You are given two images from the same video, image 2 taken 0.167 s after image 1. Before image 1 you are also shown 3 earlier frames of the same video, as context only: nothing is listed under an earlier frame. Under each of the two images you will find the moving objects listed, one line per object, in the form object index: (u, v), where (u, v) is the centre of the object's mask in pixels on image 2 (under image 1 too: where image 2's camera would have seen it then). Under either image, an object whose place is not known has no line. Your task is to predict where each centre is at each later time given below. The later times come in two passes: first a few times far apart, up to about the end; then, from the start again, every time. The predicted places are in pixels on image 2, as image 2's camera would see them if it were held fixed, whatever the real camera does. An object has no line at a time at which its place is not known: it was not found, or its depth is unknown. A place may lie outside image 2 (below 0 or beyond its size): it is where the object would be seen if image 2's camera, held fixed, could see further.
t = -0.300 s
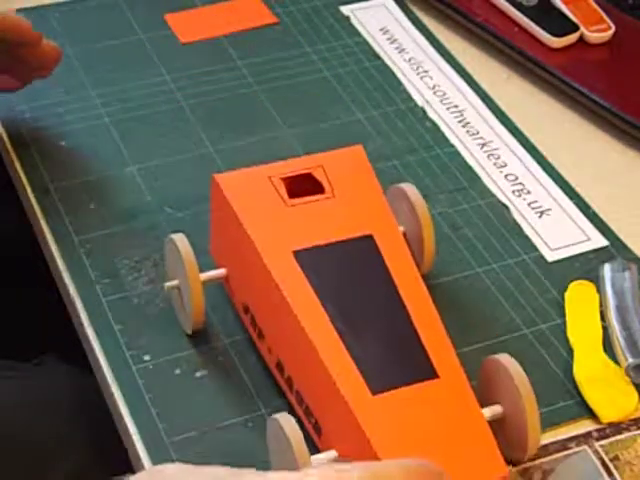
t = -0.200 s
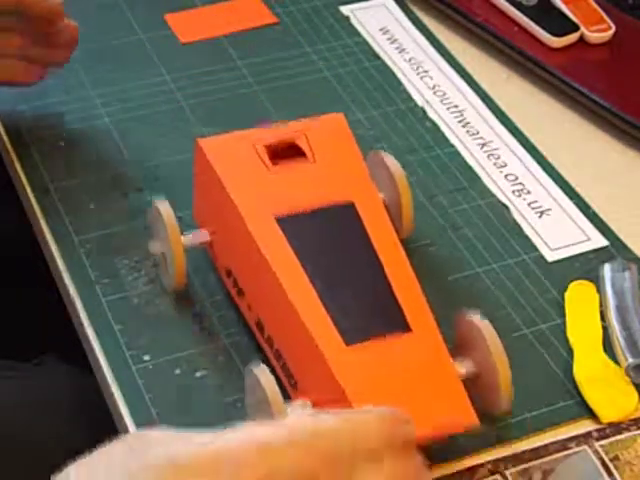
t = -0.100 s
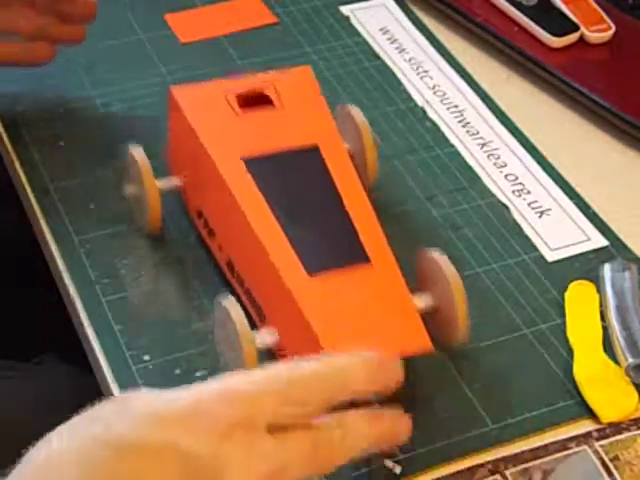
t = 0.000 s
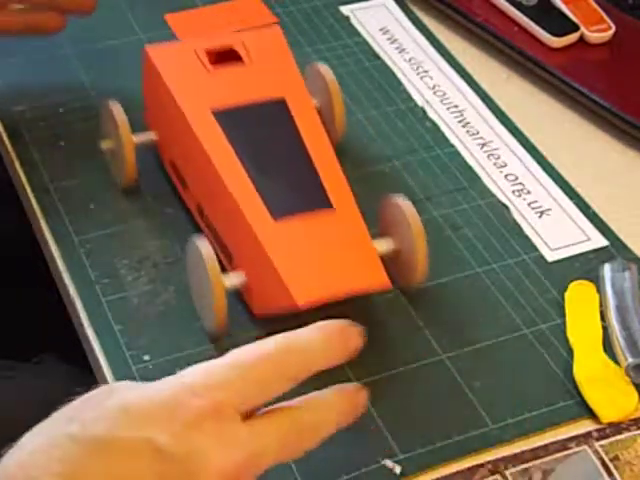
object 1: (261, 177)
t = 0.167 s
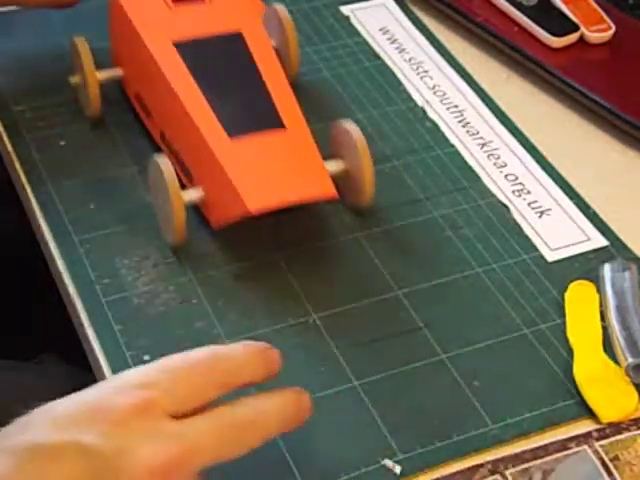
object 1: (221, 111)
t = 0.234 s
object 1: (210, 95)
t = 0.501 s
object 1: (190, 56)
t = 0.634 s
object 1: (189, 60)
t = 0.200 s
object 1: (215, 103)
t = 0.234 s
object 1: (210, 95)
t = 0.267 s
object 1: (203, 88)
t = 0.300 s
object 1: (197, 81)
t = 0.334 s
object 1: (193, 75)
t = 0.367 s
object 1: (189, 69)
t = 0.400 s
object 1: (187, 64)
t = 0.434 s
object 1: (190, 61)
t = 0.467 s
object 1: (189, 58)
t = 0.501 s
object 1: (190, 56)
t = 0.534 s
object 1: (189, 55)
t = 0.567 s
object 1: (189, 55)
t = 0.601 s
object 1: (190, 56)
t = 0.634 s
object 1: (189, 60)
